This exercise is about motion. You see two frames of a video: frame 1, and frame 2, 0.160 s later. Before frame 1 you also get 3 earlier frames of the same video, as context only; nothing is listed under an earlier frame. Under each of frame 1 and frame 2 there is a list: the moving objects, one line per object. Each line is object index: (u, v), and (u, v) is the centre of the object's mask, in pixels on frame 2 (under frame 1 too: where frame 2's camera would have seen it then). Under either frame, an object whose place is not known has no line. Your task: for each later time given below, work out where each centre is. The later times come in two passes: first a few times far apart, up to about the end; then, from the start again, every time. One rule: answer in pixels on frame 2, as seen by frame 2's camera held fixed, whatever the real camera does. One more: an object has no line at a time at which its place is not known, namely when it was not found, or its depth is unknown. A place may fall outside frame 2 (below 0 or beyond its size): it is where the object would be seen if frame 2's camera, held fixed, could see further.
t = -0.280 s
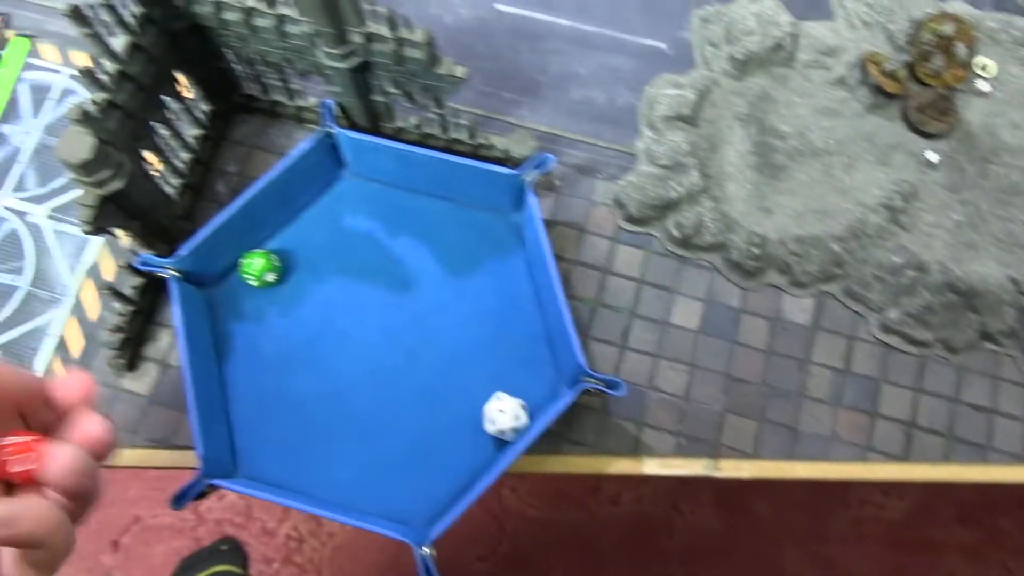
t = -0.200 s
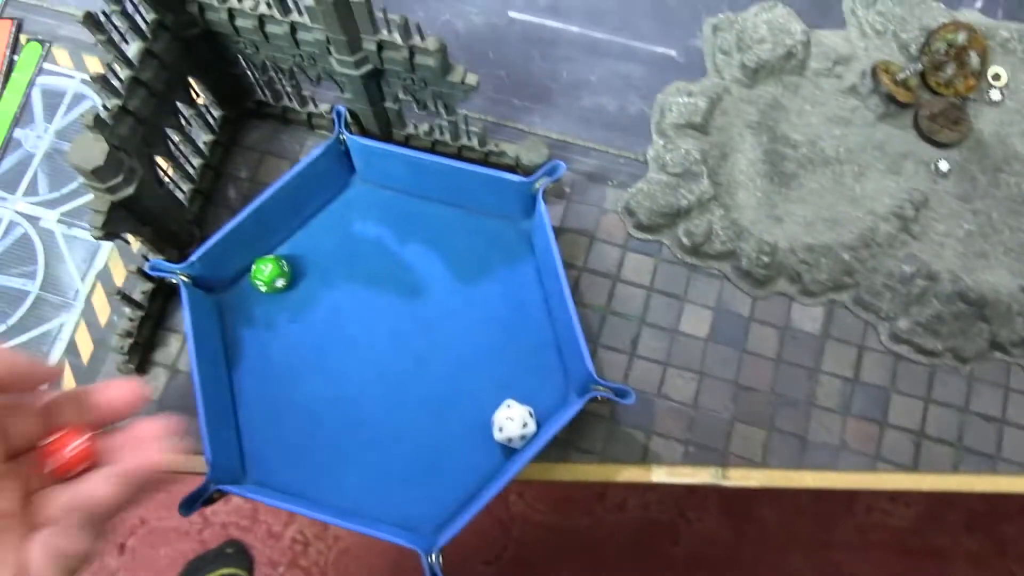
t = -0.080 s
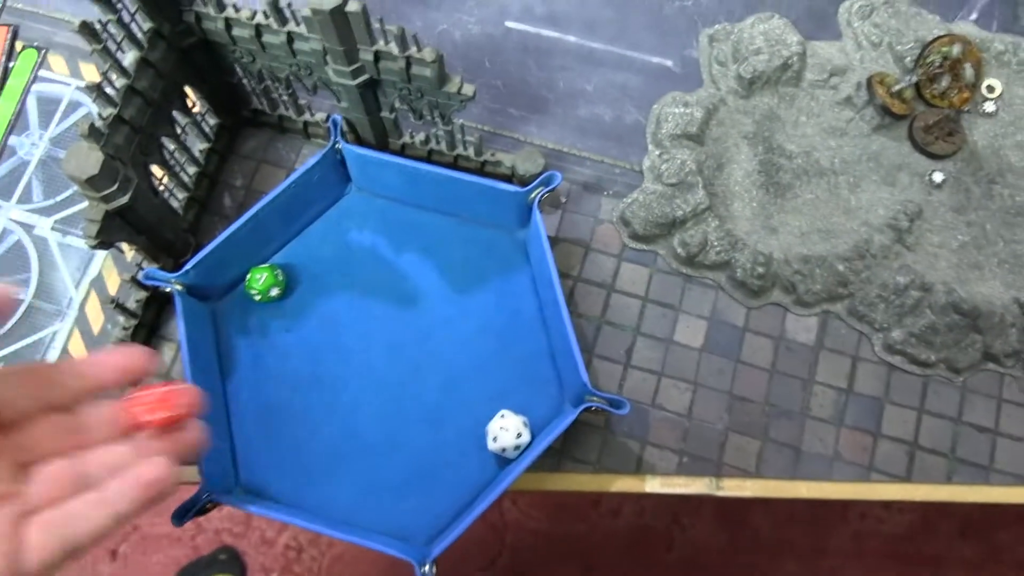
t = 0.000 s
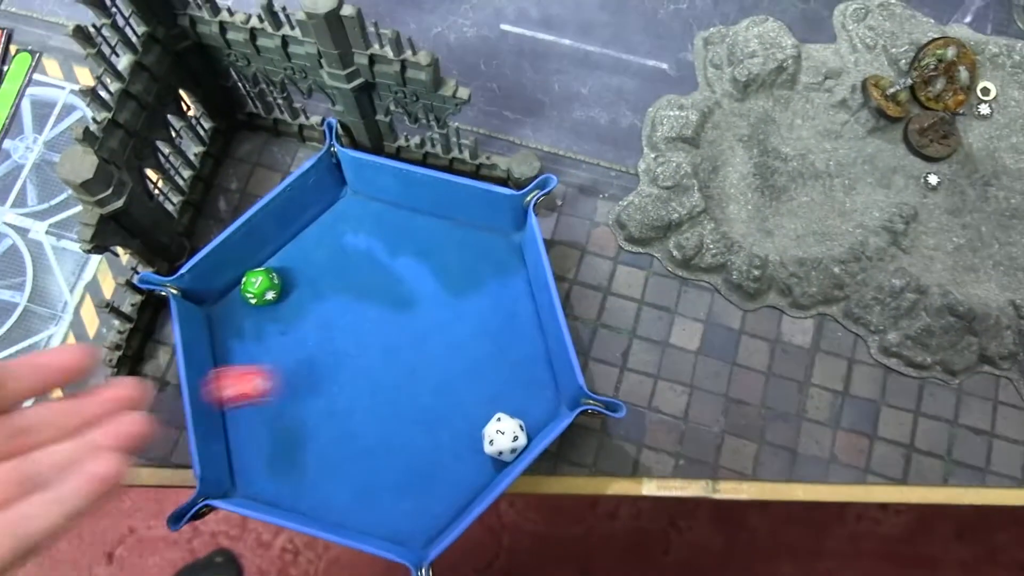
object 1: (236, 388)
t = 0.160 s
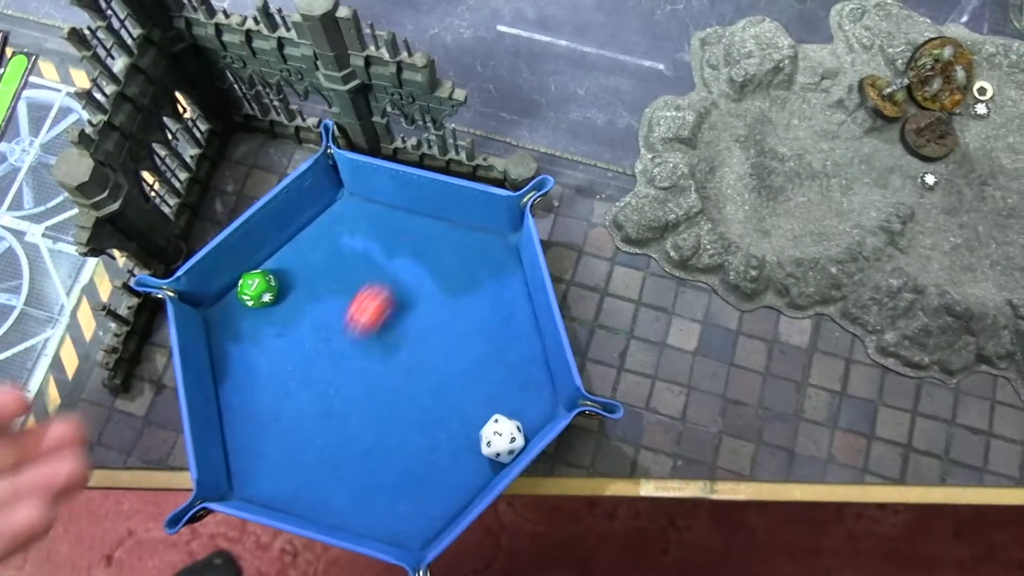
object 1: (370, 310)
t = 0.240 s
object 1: (406, 263)
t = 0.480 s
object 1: (419, 226)
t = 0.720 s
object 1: (419, 226)
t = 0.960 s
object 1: (419, 226)
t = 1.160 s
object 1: (419, 226)
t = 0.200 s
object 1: (390, 285)
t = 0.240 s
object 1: (406, 263)
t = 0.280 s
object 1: (418, 242)
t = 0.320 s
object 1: (424, 224)
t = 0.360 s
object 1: (421, 225)
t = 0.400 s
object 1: (417, 226)
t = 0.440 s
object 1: (416, 226)
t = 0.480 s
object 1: (419, 226)
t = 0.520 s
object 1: (421, 226)
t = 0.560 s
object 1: (418, 226)
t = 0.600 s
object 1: (419, 226)
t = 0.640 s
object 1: (420, 226)
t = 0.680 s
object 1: (418, 226)
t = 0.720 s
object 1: (419, 226)
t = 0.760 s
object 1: (419, 226)
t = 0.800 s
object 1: (419, 226)
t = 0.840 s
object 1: (419, 226)
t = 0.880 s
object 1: (419, 226)
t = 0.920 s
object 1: (419, 226)
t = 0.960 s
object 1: (419, 226)
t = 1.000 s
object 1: (419, 226)
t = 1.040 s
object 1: (419, 226)
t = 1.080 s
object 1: (419, 226)
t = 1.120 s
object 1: (419, 226)
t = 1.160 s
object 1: (419, 226)
